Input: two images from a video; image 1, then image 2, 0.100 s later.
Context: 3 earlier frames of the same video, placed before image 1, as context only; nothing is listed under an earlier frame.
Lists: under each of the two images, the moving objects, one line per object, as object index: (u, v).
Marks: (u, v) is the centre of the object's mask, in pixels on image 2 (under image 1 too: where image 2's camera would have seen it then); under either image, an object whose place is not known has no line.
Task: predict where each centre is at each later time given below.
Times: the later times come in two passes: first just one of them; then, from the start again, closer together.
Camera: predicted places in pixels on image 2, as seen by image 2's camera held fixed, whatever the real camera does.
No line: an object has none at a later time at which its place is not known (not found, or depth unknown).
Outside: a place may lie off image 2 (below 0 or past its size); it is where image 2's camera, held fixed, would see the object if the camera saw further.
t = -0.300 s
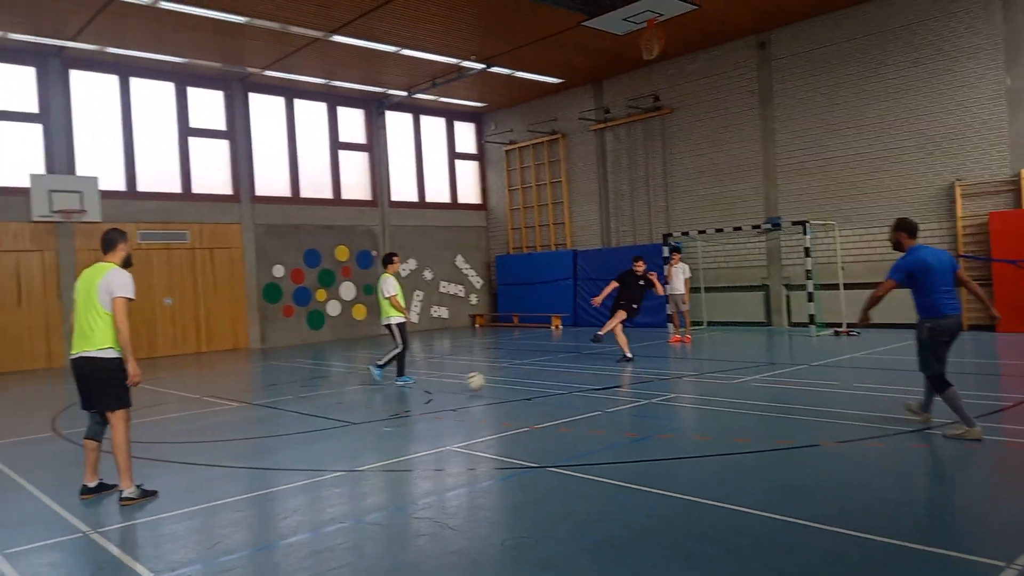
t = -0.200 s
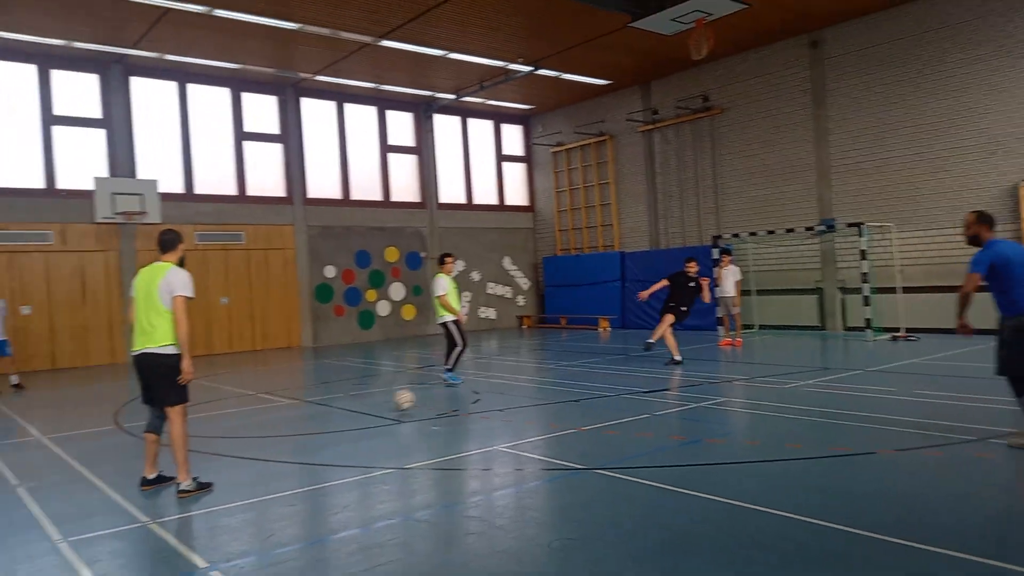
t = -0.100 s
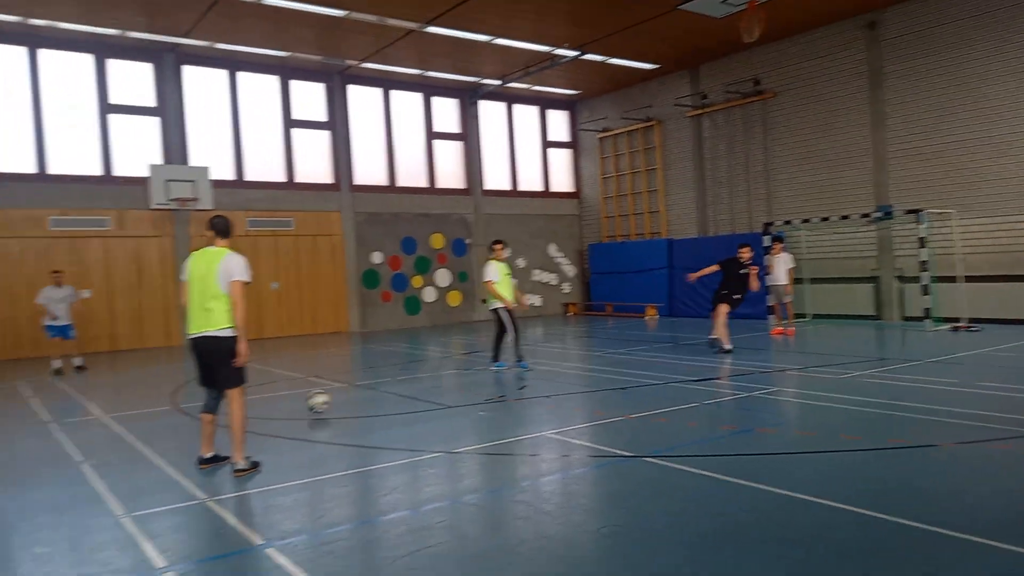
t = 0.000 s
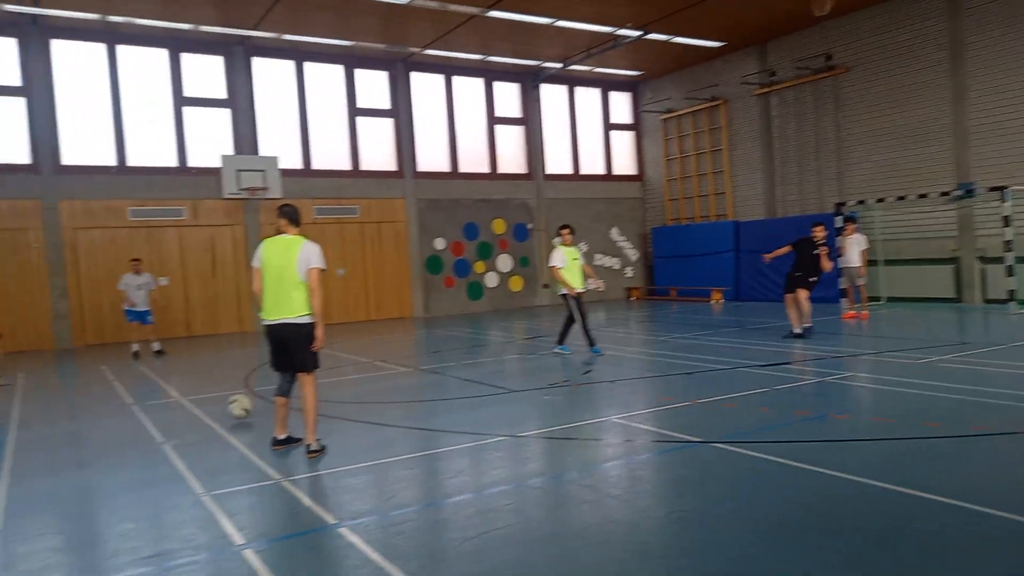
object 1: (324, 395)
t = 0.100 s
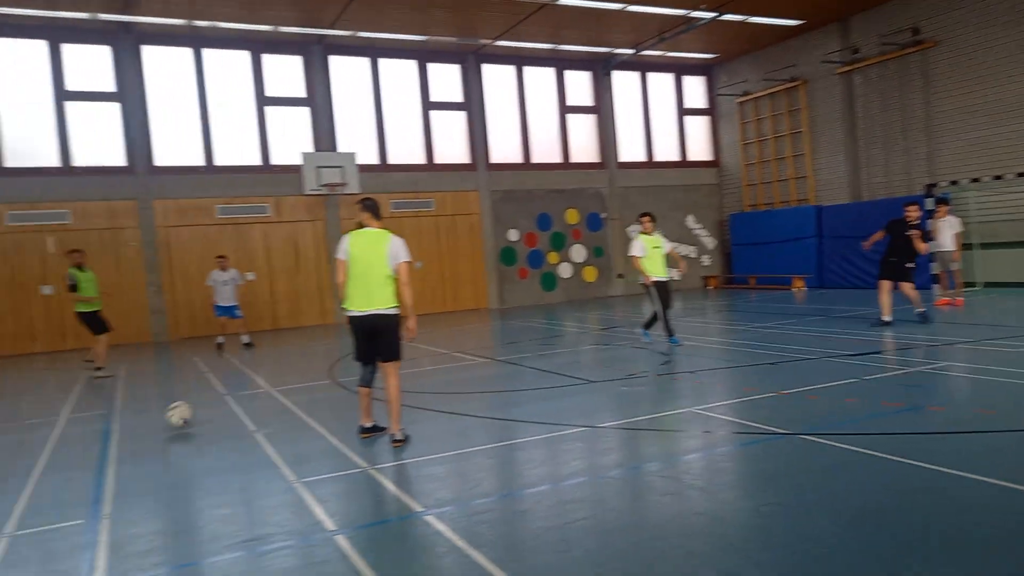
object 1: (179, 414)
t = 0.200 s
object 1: (21, 434)
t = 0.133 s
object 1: (130, 425)
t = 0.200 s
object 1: (21, 434)
